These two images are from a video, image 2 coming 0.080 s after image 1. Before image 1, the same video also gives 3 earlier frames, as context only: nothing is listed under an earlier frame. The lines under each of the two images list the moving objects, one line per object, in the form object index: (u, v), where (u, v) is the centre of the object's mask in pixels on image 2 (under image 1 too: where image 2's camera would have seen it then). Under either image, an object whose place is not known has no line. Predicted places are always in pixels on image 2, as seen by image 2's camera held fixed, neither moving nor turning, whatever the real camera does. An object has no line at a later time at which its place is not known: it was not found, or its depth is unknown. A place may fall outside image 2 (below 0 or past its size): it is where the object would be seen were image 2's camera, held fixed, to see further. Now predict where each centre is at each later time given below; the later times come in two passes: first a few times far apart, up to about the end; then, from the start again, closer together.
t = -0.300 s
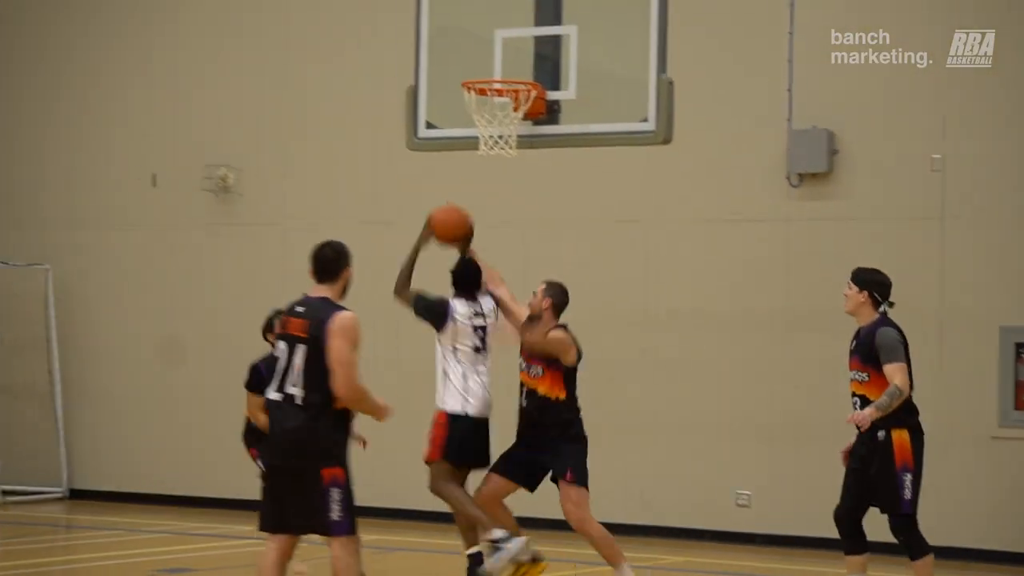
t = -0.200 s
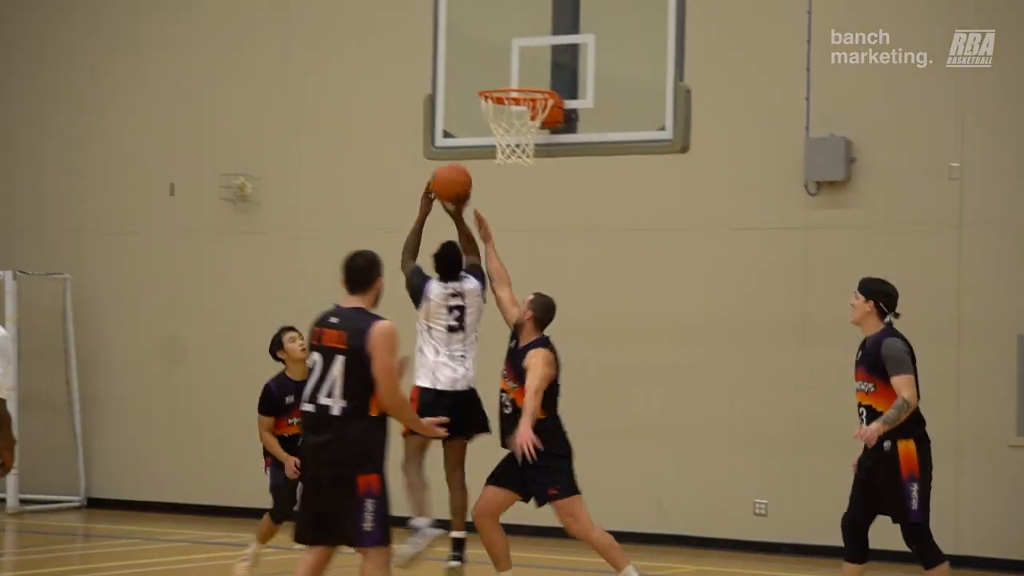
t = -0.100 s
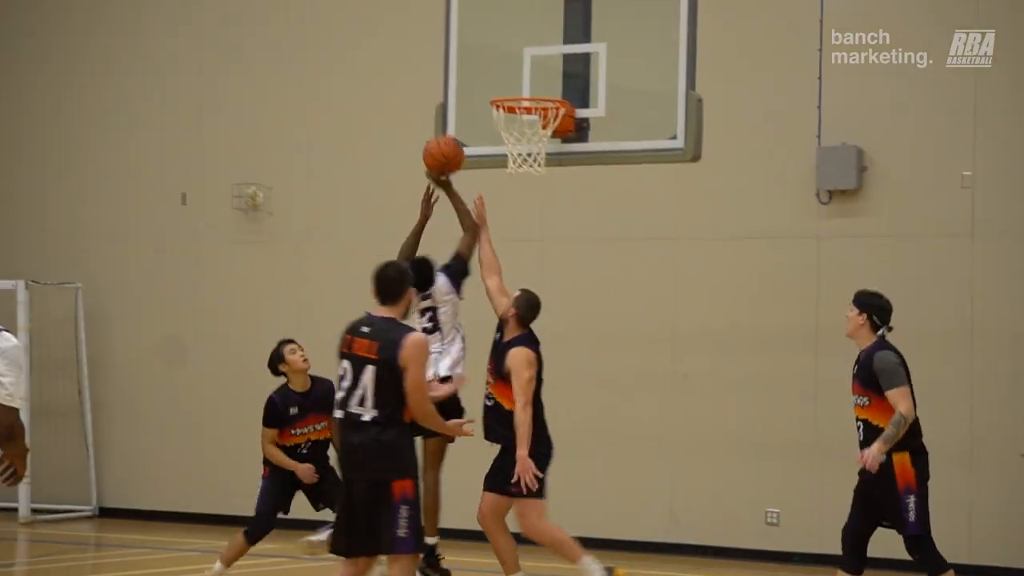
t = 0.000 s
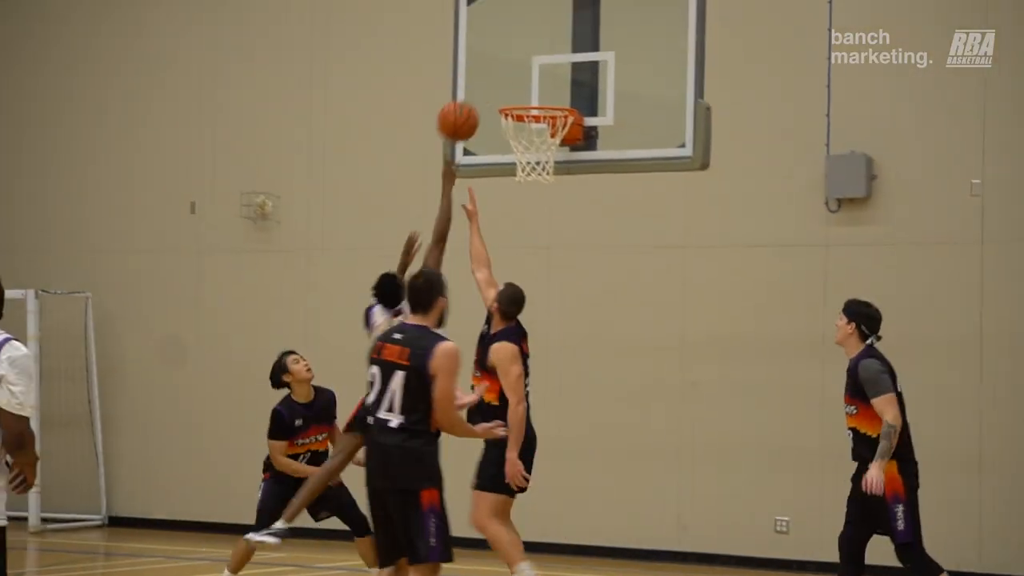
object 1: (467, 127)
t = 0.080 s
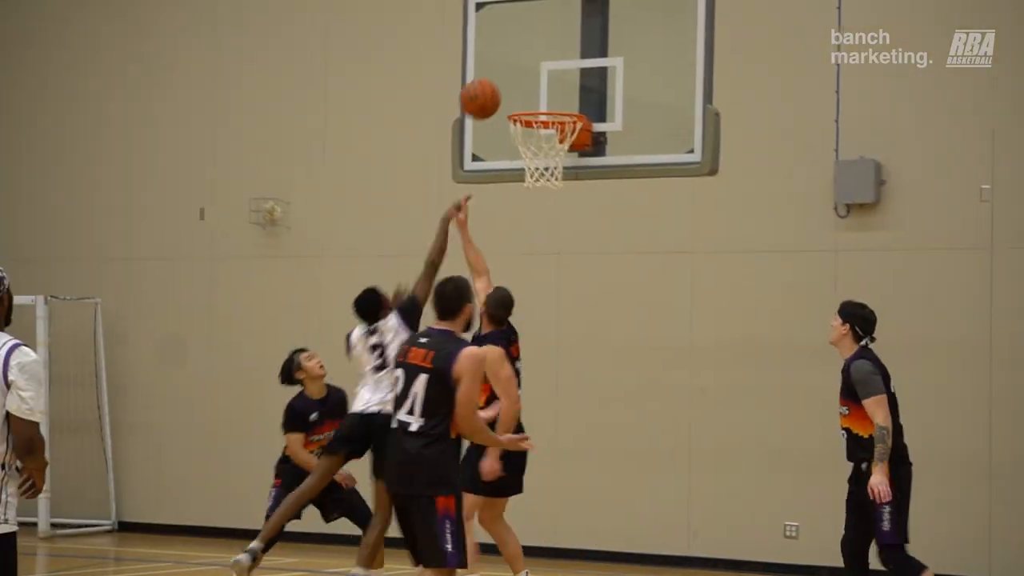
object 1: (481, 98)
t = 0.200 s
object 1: (499, 78)
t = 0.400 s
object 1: (528, 94)
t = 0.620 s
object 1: (544, 142)
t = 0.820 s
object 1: (551, 177)
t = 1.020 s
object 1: (553, 253)
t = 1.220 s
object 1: (553, 395)
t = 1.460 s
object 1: (554, 561)
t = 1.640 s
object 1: (557, 442)
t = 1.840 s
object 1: (560, 370)
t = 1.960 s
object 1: (560, 356)
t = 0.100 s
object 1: (484, 93)
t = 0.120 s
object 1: (487, 89)
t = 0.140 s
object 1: (490, 85)
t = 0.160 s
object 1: (493, 82)
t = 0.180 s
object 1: (497, 80)
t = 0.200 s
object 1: (499, 78)
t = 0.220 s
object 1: (506, 77)
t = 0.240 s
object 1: (506, 76)
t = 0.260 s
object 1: (508, 76)
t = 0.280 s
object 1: (511, 77)
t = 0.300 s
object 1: (514, 78)
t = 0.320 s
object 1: (517, 80)
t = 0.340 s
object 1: (520, 83)
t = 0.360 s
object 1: (523, 87)
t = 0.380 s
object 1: (526, 90)
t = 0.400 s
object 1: (528, 94)
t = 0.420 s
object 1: (530, 95)
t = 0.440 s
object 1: (532, 97)
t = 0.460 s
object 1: (534, 98)
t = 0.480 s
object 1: (535, 100)
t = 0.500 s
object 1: (537, 106)
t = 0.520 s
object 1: (538, 112)
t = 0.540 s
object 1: (540, 118)
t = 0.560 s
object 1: (541, 124)
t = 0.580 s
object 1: (541, 131)
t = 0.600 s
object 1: (546, 137)
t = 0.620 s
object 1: (544, 142)
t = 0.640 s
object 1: (544, 148)
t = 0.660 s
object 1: (546, 152)
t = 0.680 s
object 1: (549, 155)
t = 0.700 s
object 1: (548, 158)
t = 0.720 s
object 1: (551, 159)
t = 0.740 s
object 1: (551, 171)
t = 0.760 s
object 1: (550, 171)
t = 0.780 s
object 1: (554, 173)
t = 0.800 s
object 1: (555, 174)
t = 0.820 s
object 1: (551, 177)
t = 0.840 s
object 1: (552, 181)
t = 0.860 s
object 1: (552, 187)
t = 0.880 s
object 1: (557, 192)
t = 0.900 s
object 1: (558, 199)
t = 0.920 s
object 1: (557, 206)
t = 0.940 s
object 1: (553, 214)
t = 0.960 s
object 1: (553, 223)
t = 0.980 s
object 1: (553, 233)
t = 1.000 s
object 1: (553, 243)
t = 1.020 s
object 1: (553, 253)
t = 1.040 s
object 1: (553, 265)
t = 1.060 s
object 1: (553, 277)
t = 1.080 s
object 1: (553, 289)
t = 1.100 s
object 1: (553, 302)
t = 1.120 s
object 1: (553, 316)
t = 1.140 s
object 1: (553, 331)
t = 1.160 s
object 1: (553, 345)
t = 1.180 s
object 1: (553, 361)
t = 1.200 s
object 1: (553, 378)
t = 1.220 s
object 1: (553, 395)
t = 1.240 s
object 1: (552, 413)
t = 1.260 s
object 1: (552, 432)
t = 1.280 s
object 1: (552, 451)
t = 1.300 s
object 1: (552, 470)
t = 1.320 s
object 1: (552, 492)
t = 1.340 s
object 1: (552, 512)
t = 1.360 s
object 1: (553, 536)
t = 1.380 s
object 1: (553, 557)
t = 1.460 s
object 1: (554, 561)
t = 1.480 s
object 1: (554, 545)
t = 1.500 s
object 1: (555, 532)
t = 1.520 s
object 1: (555, 515)
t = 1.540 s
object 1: (555, 502)
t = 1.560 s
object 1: (555, 489)
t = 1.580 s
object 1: (556, 476)
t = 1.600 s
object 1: (556, 464)
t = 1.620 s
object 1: (557, 453)
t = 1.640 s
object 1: (557, 442)
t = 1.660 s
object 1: (557, 432)
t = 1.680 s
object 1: (558, 422)
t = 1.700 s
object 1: (558, 413)
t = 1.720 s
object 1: (557, 406)
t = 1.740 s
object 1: (556, 398)
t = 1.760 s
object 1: (556, 390)
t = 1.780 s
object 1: (556, 384)
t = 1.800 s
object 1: (558, 378)
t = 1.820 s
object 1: (559, 374)
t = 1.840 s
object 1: (560, 370)
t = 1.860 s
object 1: (561, 366)
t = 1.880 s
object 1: (561, 362)
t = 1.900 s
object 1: (561, 360)
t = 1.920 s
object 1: (561, 358)
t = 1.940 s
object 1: (561, 356)
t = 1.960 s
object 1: (560, 356)
